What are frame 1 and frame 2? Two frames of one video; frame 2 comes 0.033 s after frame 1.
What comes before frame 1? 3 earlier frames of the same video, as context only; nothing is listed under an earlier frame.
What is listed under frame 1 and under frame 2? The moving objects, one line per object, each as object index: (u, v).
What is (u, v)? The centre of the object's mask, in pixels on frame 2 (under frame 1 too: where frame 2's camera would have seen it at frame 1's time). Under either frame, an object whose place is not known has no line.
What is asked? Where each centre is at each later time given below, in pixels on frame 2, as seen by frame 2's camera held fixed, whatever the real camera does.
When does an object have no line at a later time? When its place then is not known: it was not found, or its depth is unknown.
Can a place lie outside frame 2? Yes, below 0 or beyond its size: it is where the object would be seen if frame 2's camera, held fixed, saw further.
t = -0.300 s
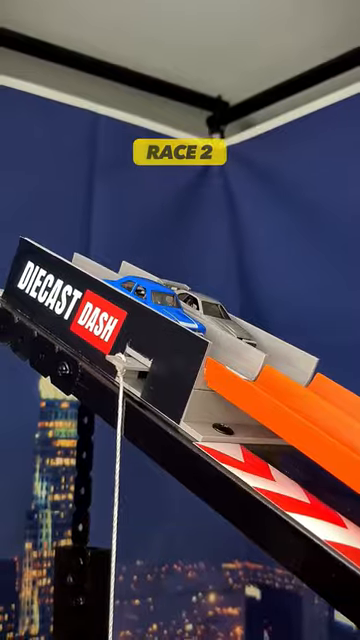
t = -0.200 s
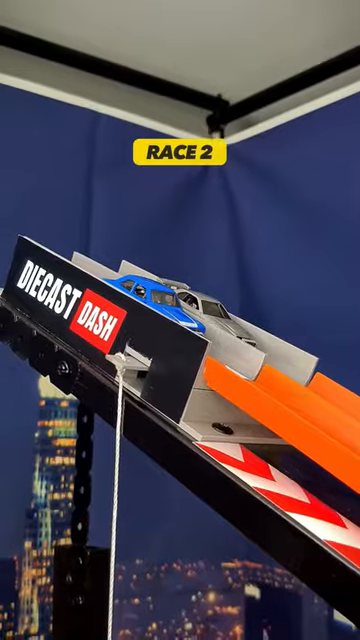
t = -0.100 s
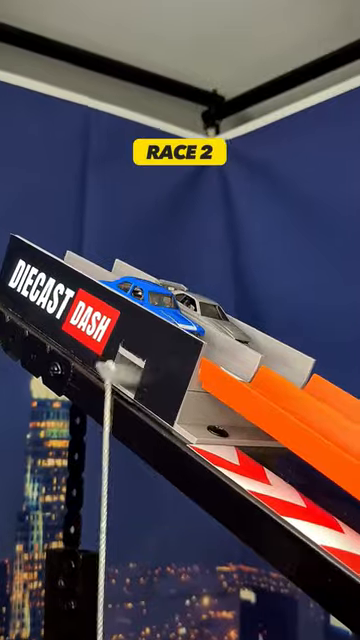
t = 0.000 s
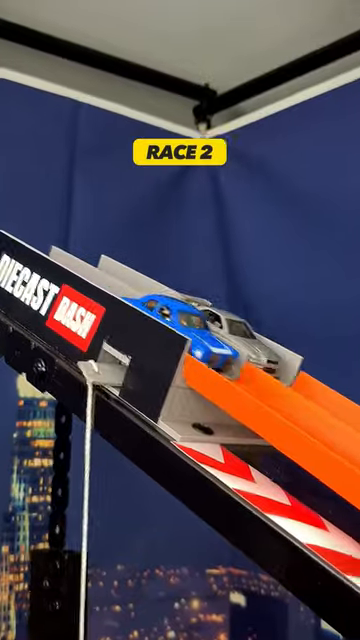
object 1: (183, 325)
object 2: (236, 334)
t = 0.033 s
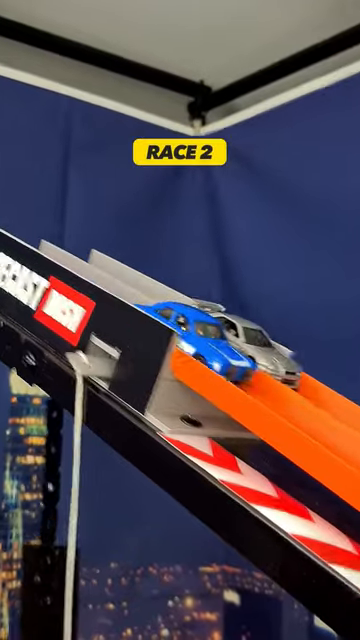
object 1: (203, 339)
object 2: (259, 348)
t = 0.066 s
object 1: (225, 354)
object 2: (287, 363)
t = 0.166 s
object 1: (322, 415)
